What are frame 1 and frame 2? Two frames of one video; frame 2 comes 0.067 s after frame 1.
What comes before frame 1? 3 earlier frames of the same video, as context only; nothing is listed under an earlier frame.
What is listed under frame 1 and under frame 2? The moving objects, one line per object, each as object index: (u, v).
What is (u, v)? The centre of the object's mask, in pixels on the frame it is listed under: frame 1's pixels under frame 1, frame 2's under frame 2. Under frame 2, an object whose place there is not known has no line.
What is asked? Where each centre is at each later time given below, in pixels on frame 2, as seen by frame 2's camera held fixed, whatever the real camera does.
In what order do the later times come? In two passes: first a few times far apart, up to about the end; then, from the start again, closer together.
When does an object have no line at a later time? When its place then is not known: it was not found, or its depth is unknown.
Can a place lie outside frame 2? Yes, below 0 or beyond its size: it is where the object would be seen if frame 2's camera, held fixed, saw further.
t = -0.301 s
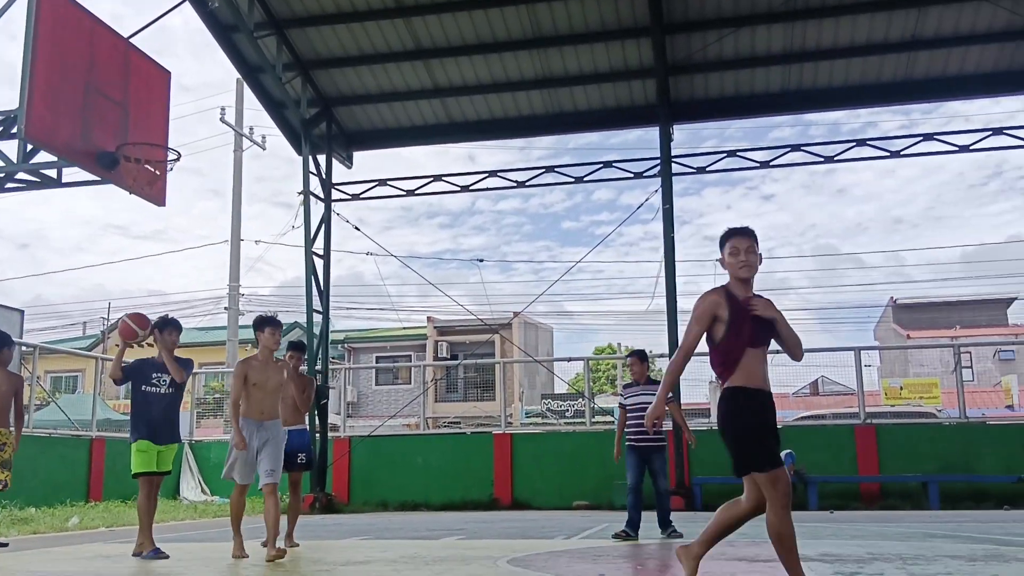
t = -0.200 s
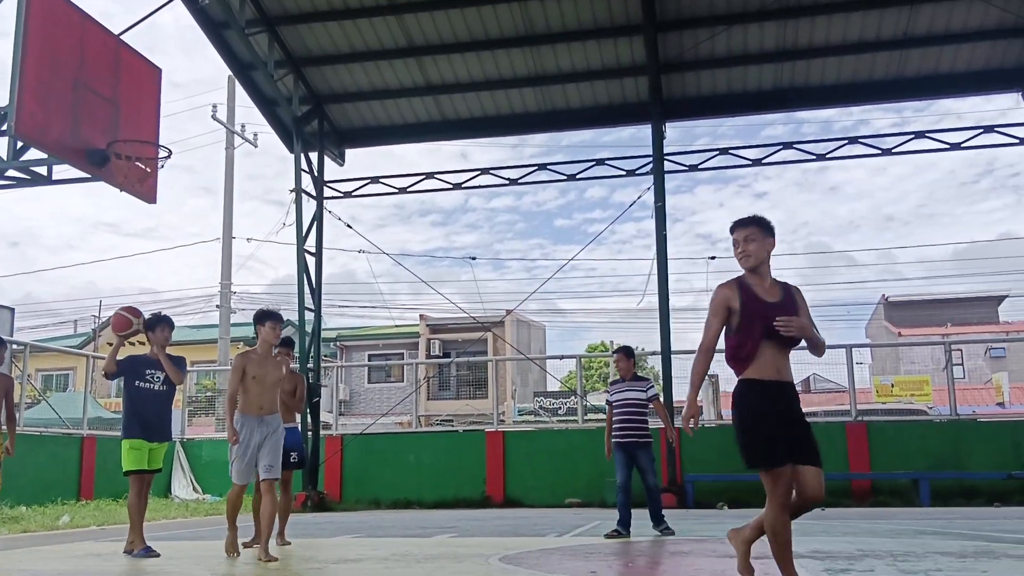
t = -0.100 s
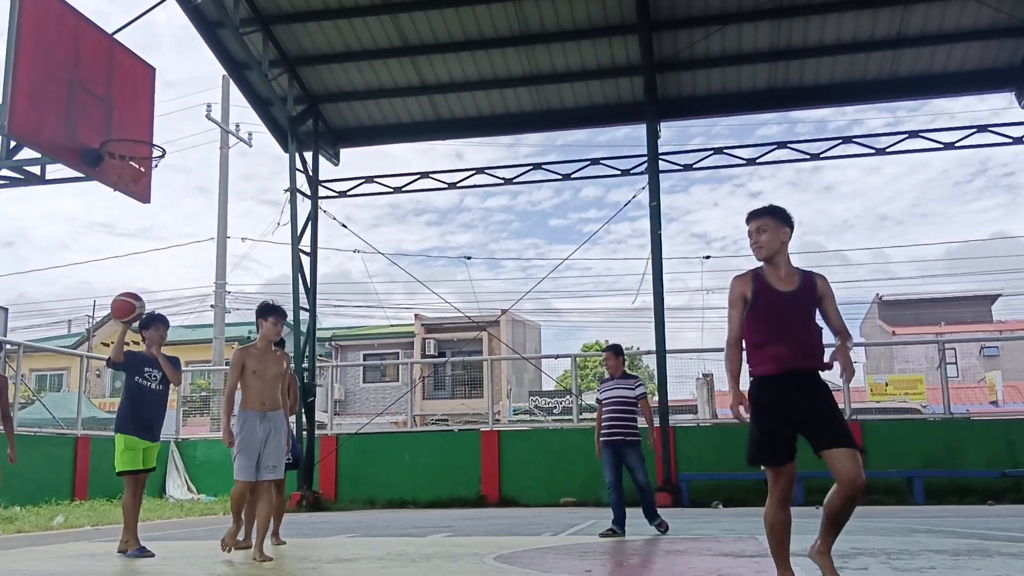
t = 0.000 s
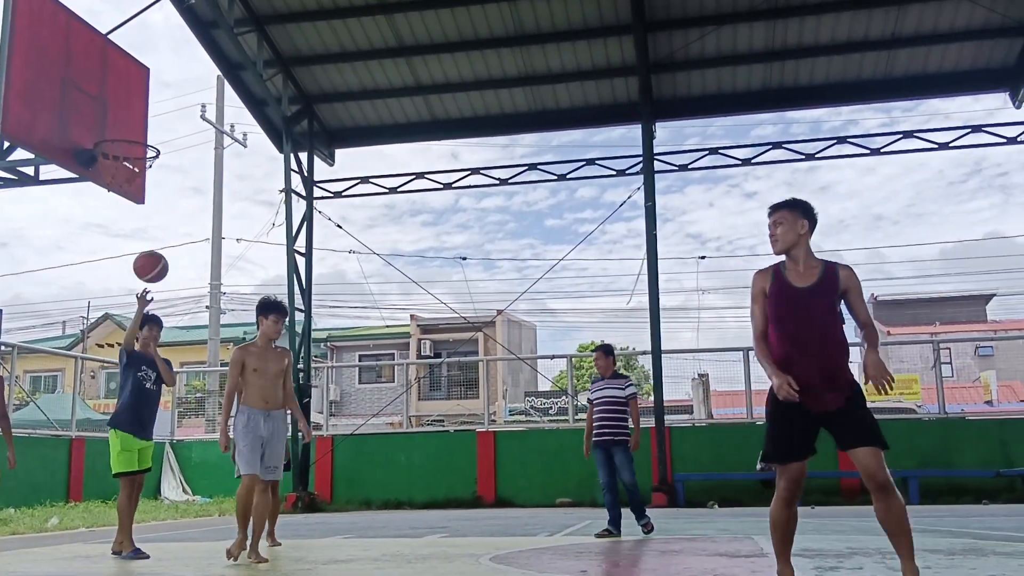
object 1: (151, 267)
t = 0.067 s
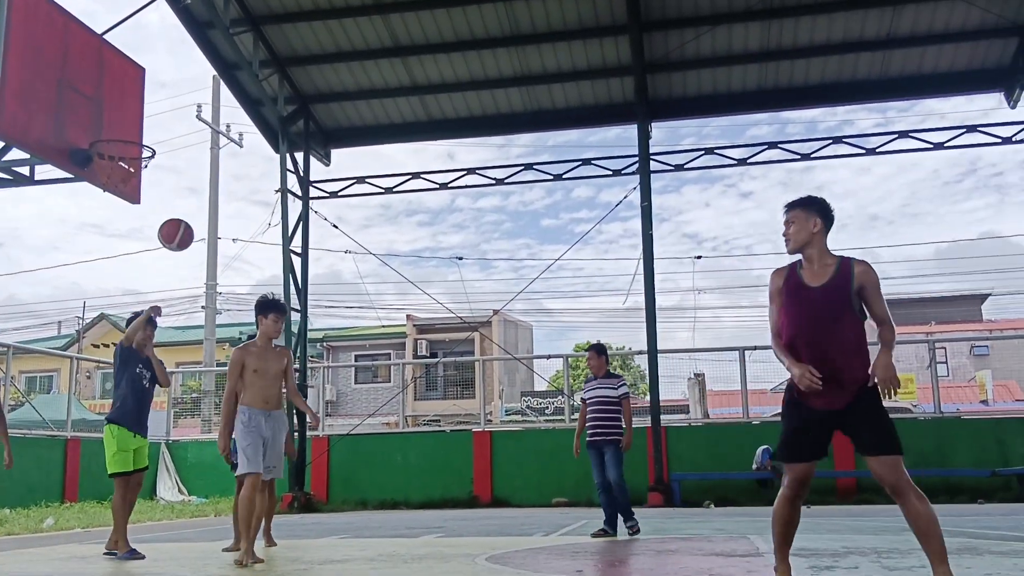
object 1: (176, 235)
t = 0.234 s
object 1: (256, 175)
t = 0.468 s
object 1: (391, 146)
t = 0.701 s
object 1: (571, 213)
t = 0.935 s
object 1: (839, 445)
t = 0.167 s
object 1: (222, 195)
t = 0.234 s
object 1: (256, 175)
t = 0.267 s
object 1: (273, 166)
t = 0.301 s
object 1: (292, 159)
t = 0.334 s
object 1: (310, 153)
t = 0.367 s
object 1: (329, 149)
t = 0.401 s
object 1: (349, 146)
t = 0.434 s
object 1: (370, 145)
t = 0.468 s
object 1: (391, 146)
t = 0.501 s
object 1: (413, 149)
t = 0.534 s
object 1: (437, 154)
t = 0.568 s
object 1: (461, 161)
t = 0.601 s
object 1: (486, 170)
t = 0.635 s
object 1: (513, 182)
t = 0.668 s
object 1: (541, 196)
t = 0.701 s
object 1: (571, 213)
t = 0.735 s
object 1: (602, 234)
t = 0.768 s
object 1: (635, 257)
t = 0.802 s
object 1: (671, 285)
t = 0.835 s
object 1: (708, 317)
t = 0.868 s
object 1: (749, 354)
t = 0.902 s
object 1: (794, 398)
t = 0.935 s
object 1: (839, 445)
